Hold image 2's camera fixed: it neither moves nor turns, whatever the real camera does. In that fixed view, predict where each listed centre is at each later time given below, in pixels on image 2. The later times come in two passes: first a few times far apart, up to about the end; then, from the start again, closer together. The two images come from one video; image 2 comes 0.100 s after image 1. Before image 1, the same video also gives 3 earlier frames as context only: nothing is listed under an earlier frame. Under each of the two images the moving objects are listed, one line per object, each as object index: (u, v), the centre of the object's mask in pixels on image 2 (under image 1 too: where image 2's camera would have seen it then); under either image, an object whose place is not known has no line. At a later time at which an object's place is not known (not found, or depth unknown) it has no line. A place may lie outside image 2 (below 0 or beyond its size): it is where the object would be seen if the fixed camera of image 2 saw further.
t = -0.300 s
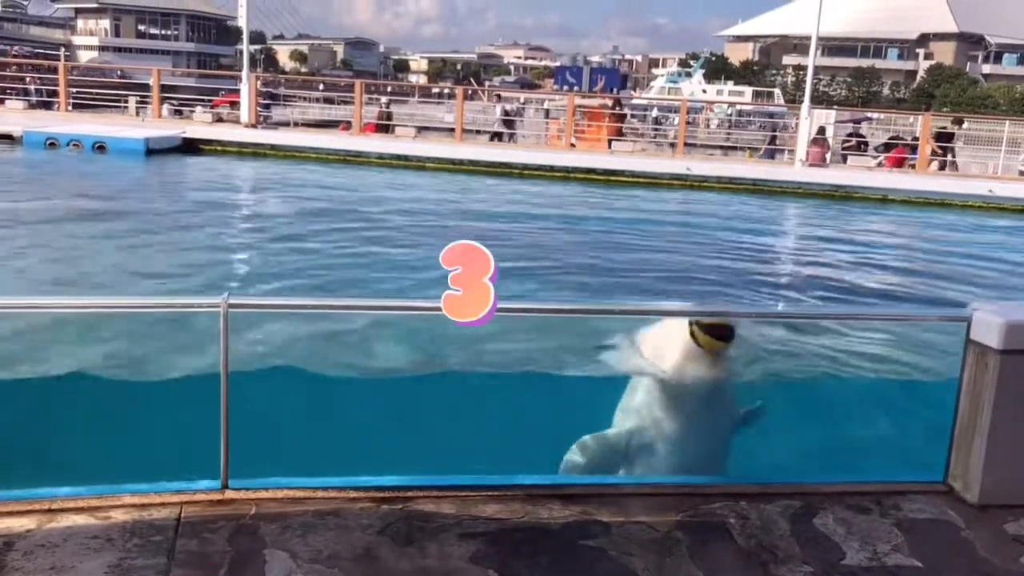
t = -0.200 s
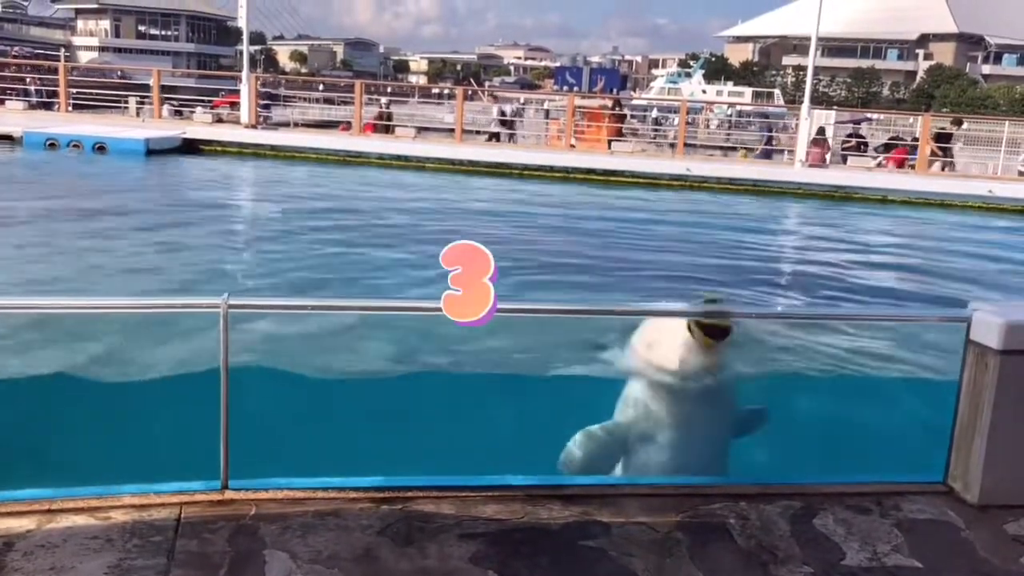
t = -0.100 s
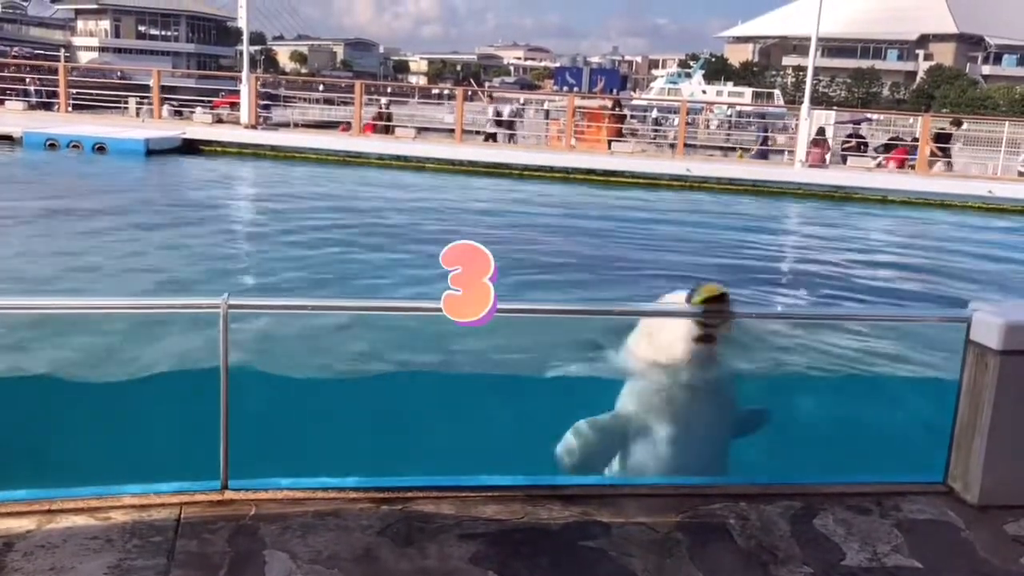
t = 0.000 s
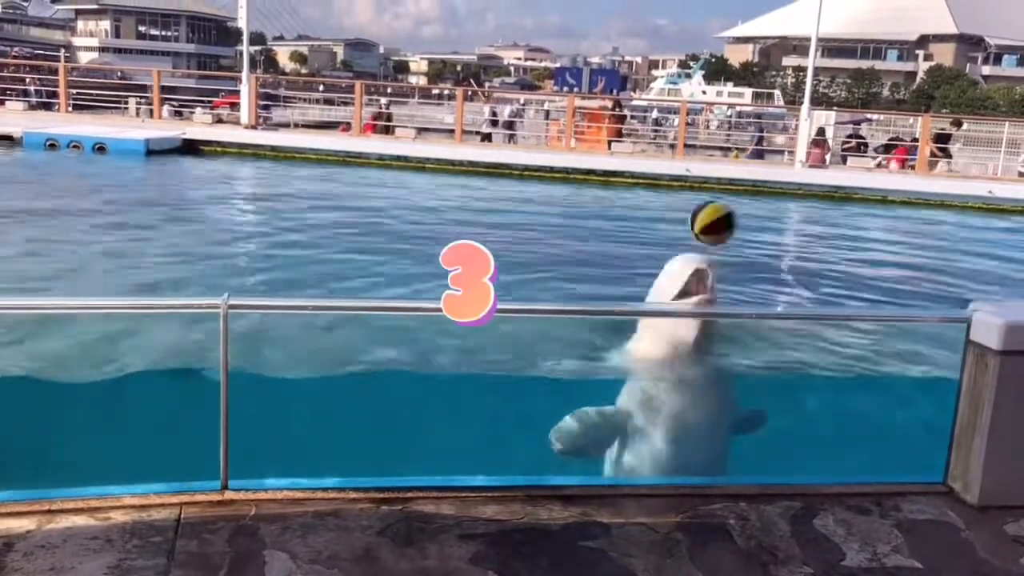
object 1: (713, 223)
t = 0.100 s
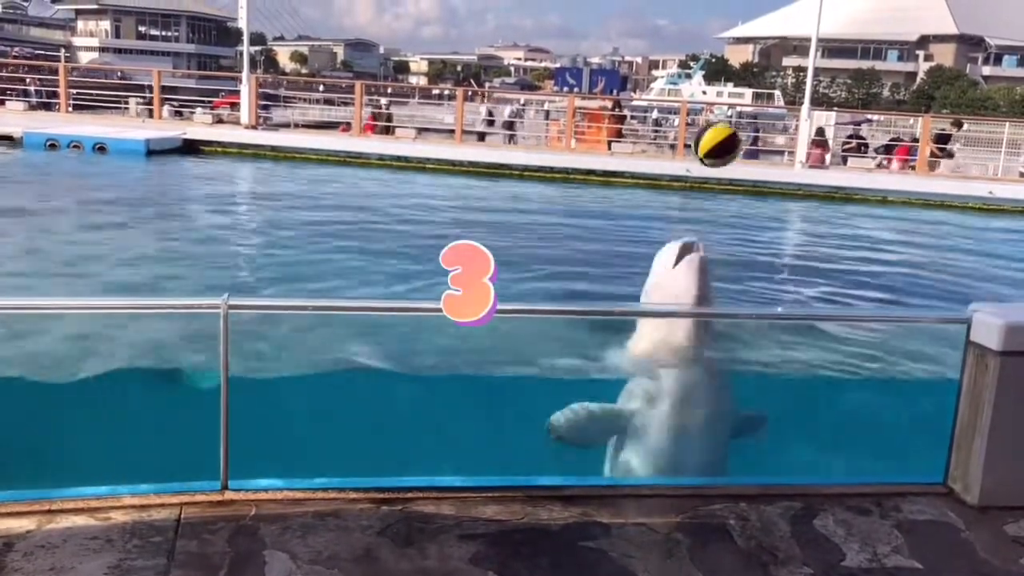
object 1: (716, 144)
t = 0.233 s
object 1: (717, 70)
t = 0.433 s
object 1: (712, 30)
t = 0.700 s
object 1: (692, 106)
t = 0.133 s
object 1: (717, 122)
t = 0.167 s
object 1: (718, 103)
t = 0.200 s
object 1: (717, 84)
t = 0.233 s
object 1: (717, 70)
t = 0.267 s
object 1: (717, 55)
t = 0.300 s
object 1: (717, 46)
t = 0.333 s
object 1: (716, 38)
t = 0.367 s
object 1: (715, 33)
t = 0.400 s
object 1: (714, 30)
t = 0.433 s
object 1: (712, 30)
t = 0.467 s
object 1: (711, 32)
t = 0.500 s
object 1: (709, 35)
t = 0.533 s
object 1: (706, 41)
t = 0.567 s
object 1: (705, 50)
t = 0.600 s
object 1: (701, 60)
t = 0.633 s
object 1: (699, 74)
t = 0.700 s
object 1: (692, 106)
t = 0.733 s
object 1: (689, 126)
